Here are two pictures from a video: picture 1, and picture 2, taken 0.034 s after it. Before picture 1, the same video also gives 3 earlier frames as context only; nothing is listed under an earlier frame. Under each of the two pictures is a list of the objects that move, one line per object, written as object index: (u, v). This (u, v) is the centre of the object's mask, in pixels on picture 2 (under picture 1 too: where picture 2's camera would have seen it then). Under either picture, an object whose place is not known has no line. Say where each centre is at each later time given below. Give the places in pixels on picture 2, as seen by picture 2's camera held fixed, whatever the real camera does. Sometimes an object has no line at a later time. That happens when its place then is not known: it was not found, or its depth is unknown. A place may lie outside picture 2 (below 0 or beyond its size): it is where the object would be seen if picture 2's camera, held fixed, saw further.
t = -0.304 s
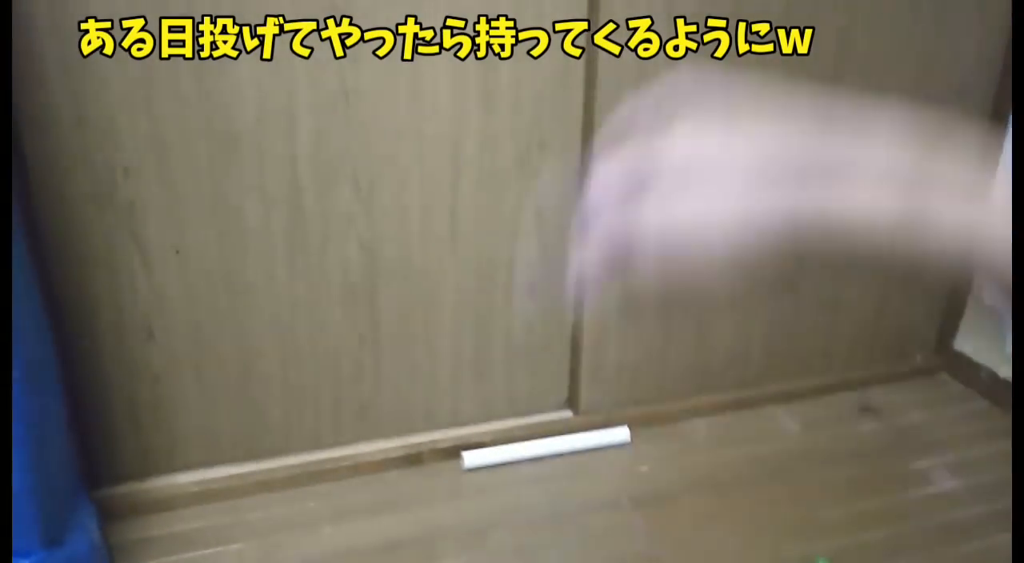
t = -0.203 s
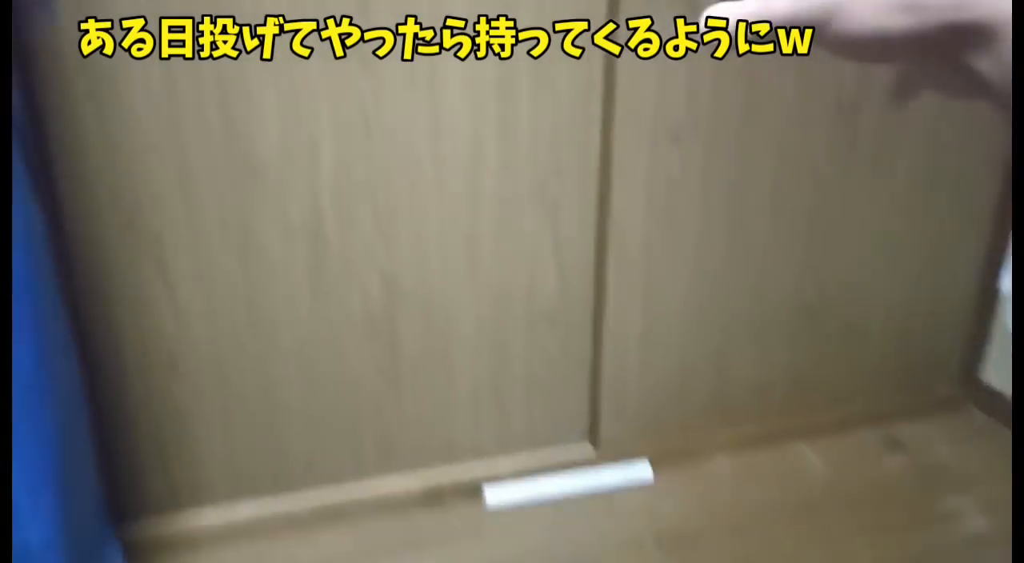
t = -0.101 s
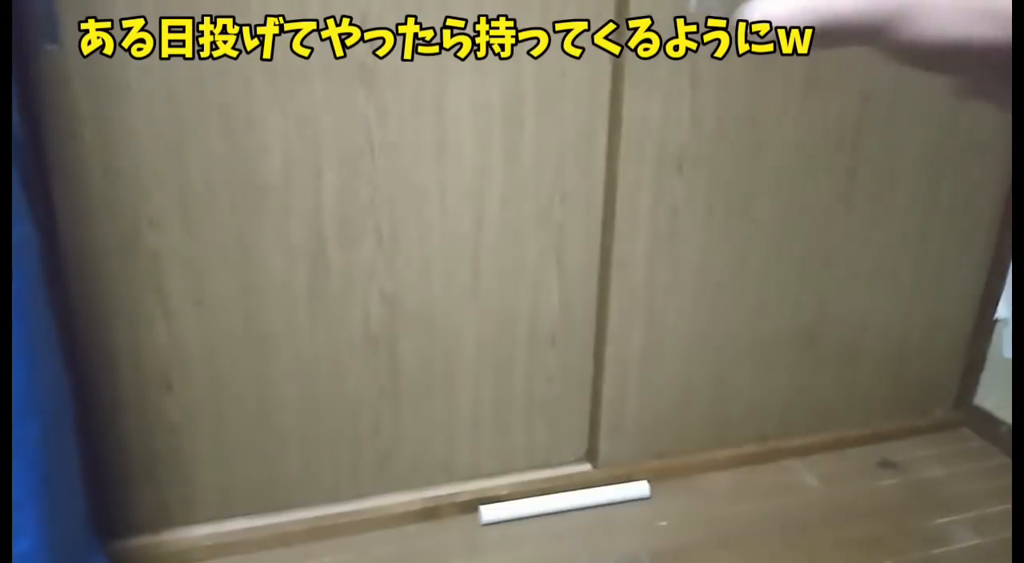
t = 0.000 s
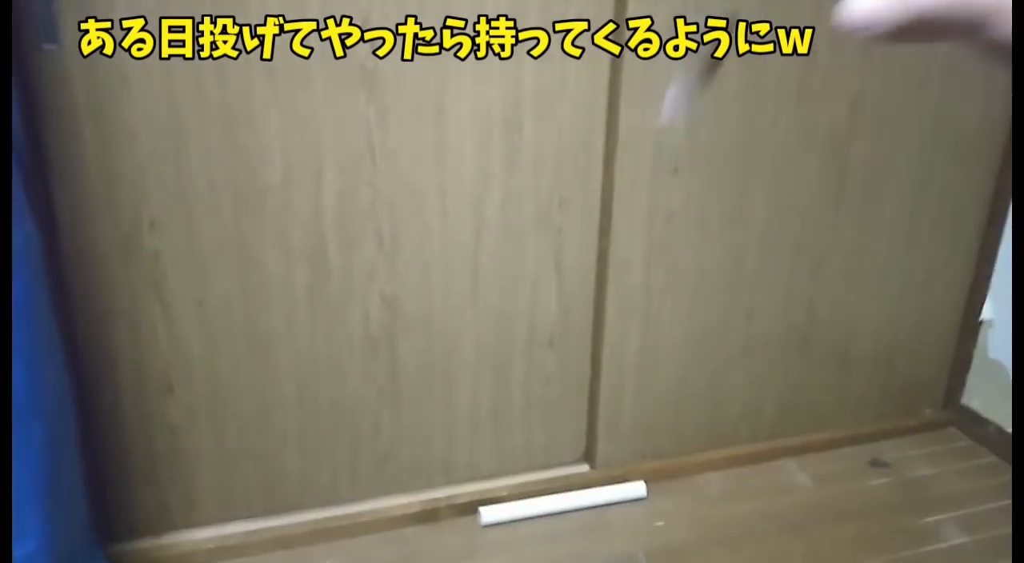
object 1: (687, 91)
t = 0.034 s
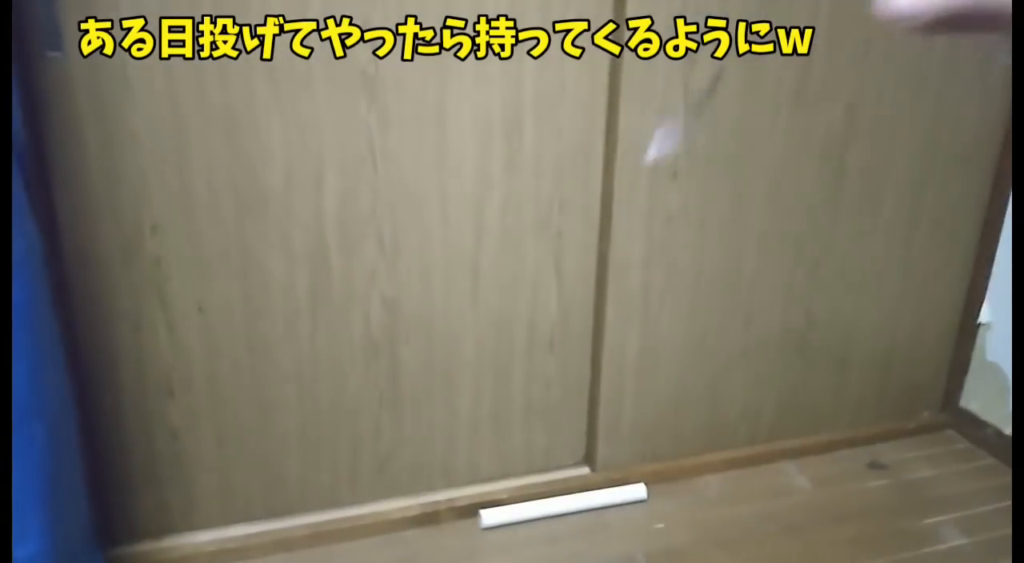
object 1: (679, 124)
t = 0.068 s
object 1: (669, 164)
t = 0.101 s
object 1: (657, 198)
